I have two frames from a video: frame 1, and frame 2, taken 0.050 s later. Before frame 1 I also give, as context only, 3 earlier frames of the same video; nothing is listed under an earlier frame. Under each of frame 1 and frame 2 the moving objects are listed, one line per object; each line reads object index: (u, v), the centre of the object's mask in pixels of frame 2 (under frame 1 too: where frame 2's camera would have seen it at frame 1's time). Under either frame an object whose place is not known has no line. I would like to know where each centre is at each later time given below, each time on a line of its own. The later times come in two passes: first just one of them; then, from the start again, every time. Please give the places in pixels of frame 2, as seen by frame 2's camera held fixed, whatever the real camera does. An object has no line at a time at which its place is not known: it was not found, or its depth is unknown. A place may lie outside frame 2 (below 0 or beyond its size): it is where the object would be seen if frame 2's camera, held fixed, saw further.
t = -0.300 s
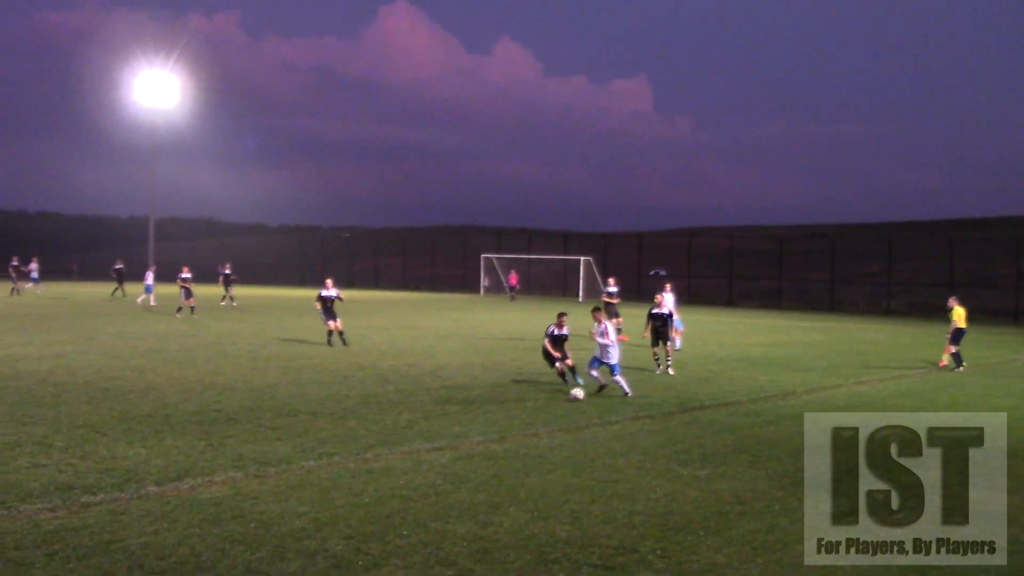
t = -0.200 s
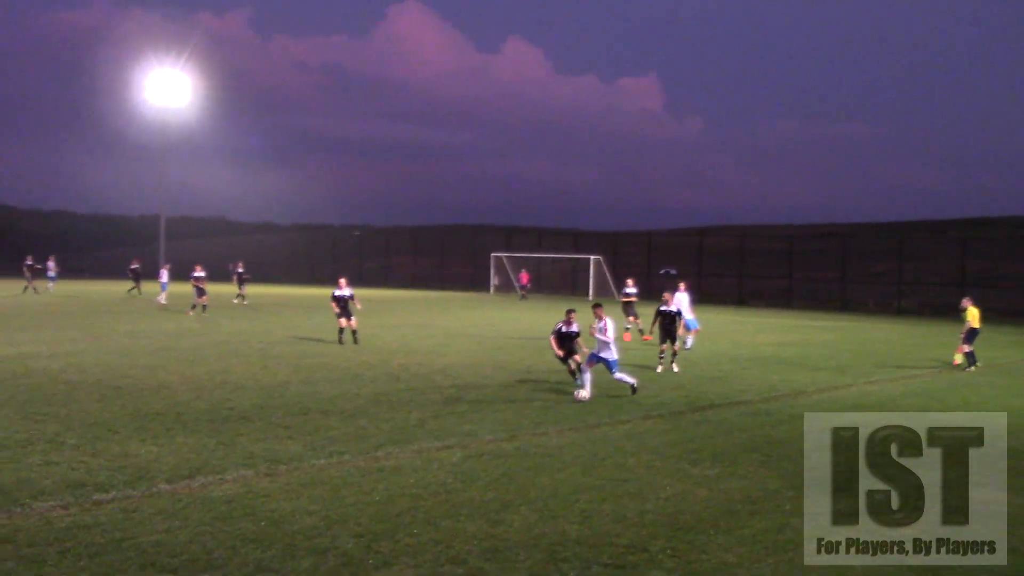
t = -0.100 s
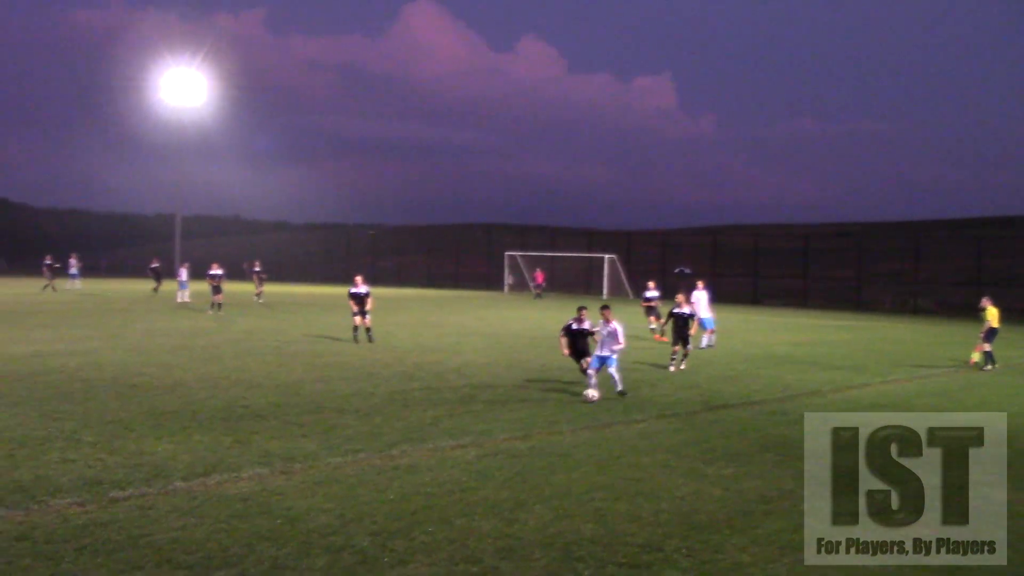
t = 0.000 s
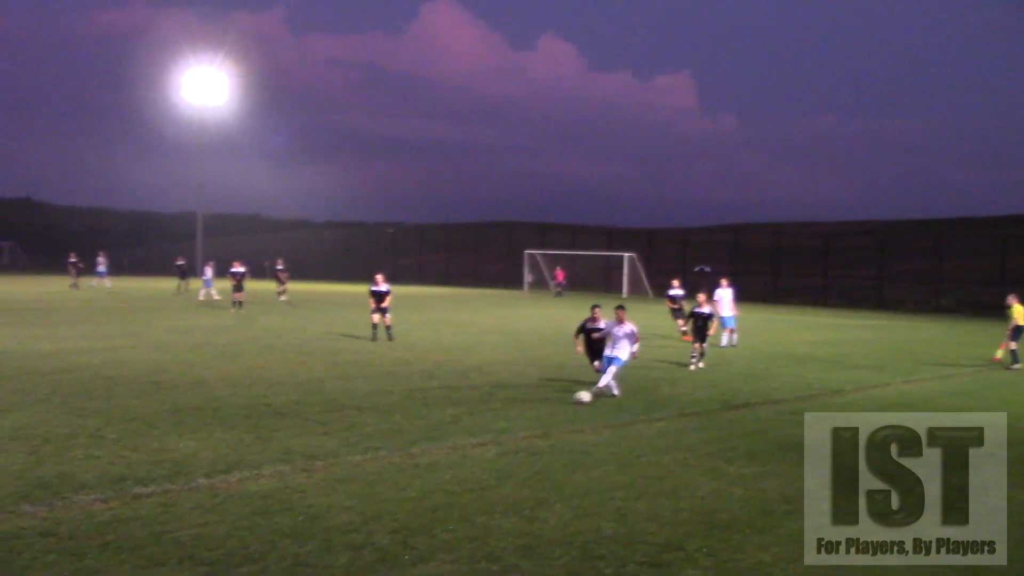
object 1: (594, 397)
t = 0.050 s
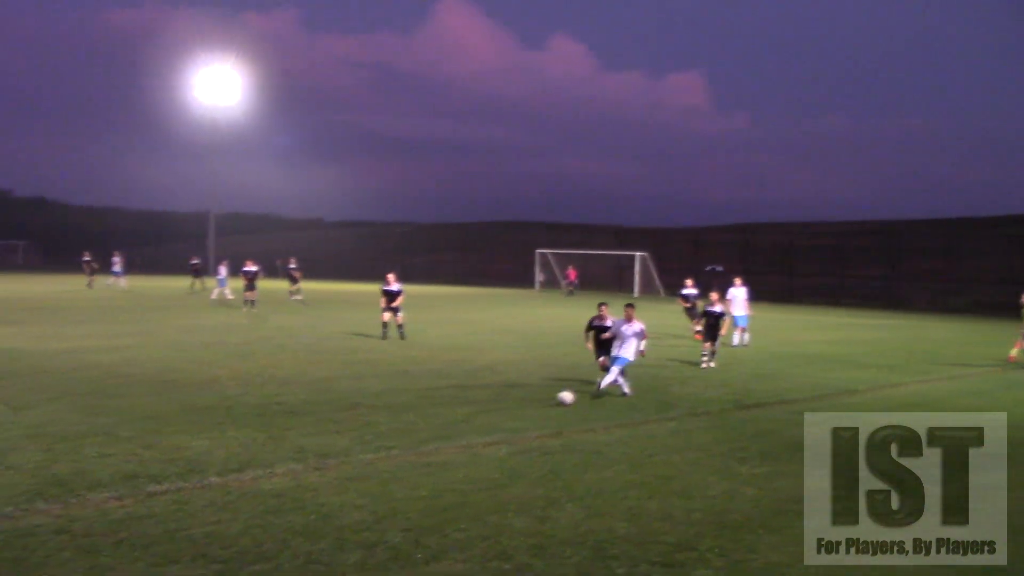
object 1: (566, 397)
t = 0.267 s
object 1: (439, 405)
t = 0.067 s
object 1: (556, 398)
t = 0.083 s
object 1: (546, 399)
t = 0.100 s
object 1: (536, 400)
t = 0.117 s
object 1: (526, 401)
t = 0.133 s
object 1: (516, 402)
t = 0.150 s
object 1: (506, 402)
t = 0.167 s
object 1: (496, 404)
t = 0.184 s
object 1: (487, 404)
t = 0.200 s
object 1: (477, 404)
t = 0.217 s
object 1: (468, 404)
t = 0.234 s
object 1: (459, 404)
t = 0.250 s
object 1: (449, 405)
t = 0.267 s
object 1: (439, 405)
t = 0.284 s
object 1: (429, 406)
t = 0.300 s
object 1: (419, 407)
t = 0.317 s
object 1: (409, 407)
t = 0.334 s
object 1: (399, 409)
